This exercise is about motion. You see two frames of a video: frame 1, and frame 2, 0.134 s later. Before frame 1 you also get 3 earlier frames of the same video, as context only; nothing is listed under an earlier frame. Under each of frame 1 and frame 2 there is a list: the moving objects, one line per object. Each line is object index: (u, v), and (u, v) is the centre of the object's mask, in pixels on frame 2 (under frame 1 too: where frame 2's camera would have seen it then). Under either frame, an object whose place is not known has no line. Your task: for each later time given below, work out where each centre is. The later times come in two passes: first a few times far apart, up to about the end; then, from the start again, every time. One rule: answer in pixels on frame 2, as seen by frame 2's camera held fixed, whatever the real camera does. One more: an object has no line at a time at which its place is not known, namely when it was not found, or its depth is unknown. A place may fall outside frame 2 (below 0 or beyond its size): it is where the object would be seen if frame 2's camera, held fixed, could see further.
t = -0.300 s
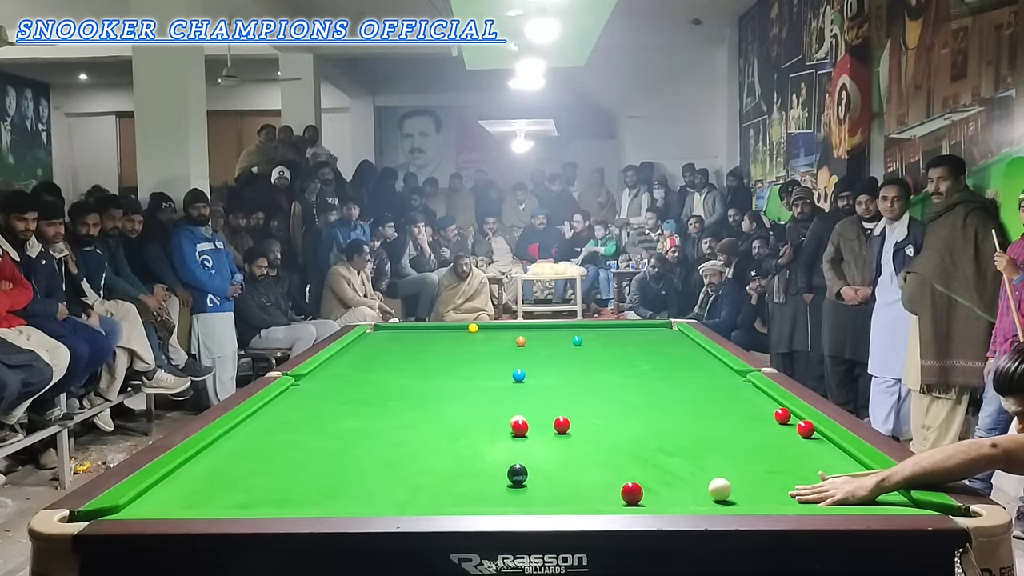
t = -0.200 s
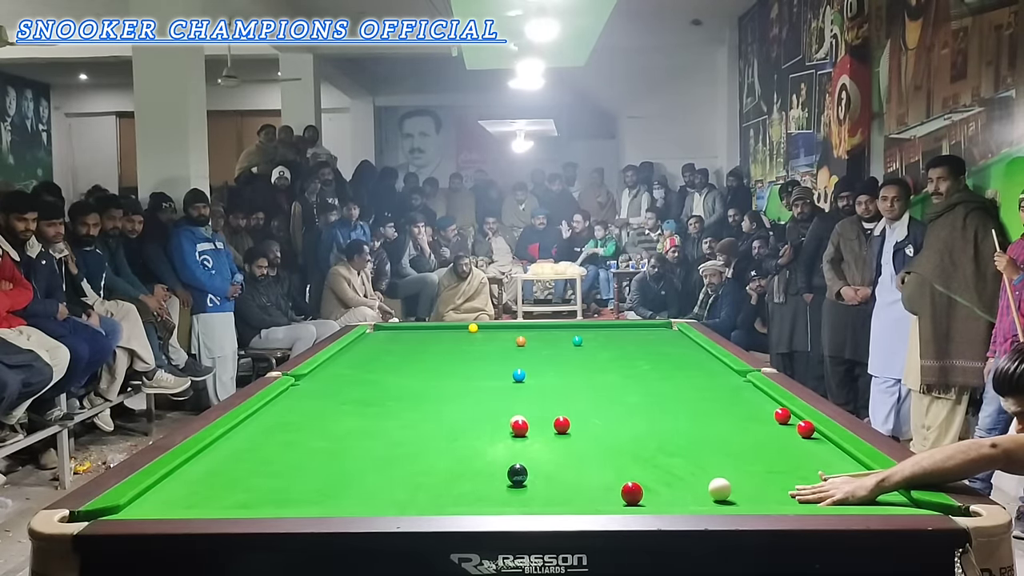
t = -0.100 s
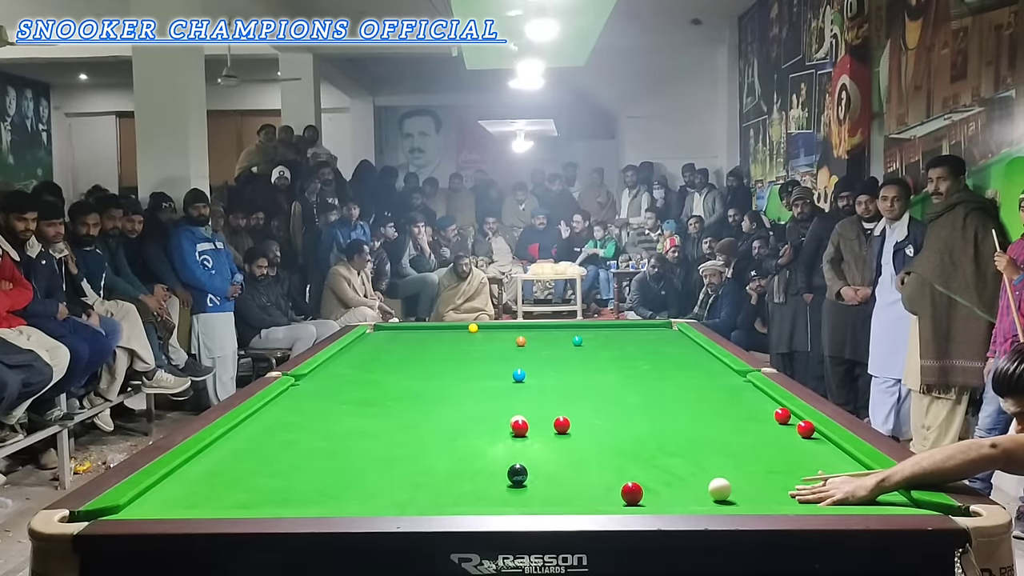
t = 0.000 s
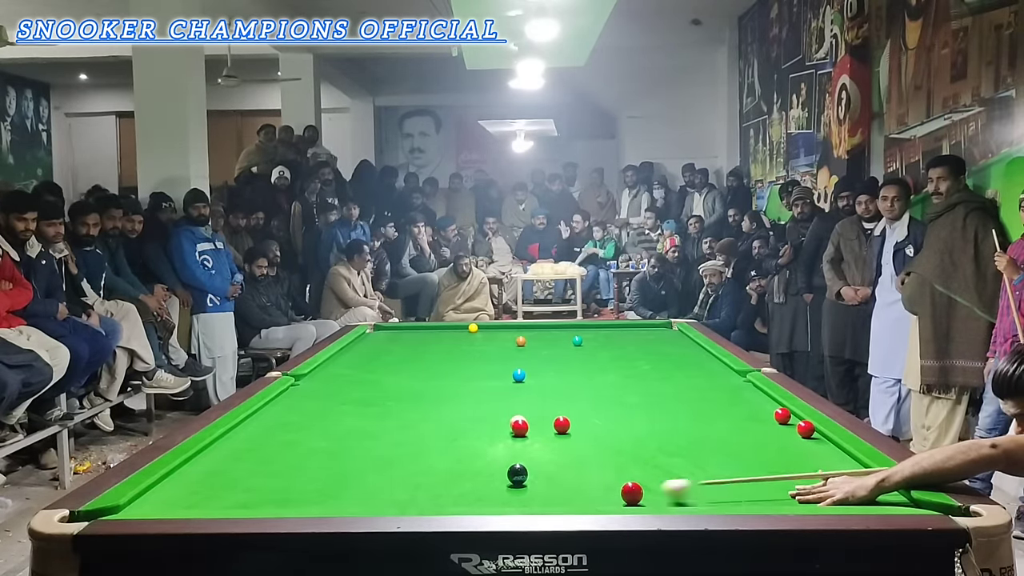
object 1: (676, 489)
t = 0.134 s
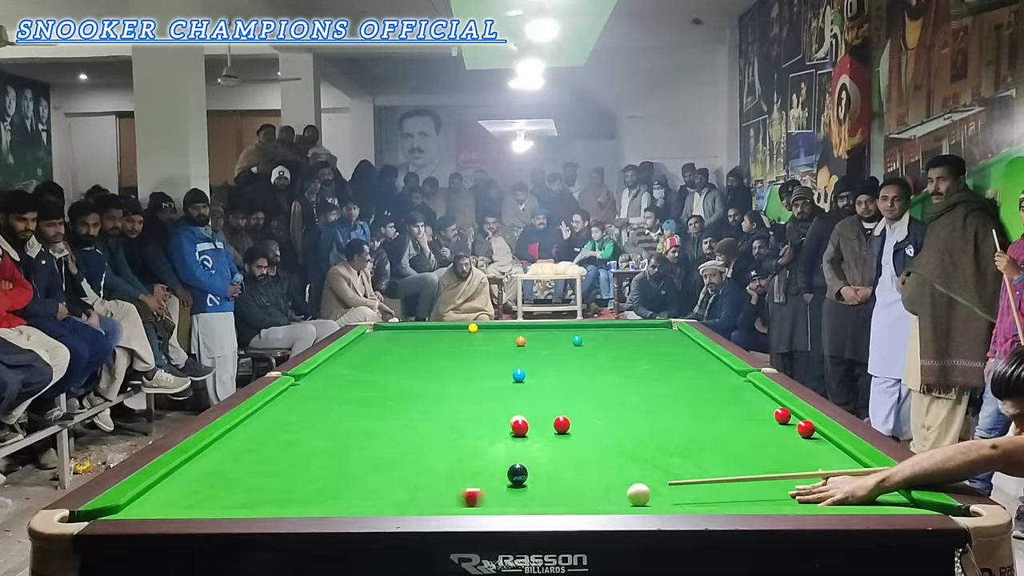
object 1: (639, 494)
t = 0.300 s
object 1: (586, 497)
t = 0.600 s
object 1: (478, 502)
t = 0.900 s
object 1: (382, 502)
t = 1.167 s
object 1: (308, 501)
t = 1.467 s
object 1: (231, 500)
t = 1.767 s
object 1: (159, 498)
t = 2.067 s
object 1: (183, 494)
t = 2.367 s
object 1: (230, 489)
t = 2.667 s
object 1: (271, 485)
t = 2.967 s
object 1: (305, 482)
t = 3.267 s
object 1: (334, 479)
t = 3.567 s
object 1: (358, 477)
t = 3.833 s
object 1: (375, 476)
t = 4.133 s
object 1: (390, 475)
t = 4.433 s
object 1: (401, 475)
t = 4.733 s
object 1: (407, 475)
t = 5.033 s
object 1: (408, 475)
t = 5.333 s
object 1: (408, 475)
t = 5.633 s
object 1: (408, 475)
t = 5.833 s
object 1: (408, 475)
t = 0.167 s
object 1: (631, 495)
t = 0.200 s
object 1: (622, 495)
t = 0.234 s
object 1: (611, 496)
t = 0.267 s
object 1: (599, 496)
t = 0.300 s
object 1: (586, 497)
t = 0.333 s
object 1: (575, 498)
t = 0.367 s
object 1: (562, 498)
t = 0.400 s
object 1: (550, 499)
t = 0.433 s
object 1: (538, 499)
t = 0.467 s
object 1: (526, 500)
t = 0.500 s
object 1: (514, 500)
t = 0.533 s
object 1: (502, 501)
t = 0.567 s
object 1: (490, 501)
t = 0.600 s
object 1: (478, 502)
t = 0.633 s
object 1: (465, 502)
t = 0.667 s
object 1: (453, 503)
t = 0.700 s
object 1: (442, 504)
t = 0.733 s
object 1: (431, 503)
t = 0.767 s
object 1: (421, 503)
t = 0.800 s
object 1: (411, 503)
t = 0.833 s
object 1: (401, 503)
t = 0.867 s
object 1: (392, 502)
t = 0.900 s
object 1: (382, 502)
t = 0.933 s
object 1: (372, 502)
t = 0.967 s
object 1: (363, 502)
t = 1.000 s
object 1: (354, 502)
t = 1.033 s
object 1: (344, 502)
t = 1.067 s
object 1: (335, 501)
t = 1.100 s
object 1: (326, 501)
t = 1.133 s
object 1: (317, 501)
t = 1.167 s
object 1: (308, 501)
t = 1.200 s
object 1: (299, 501)
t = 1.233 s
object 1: (291, 501)
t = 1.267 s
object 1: (282, 501)
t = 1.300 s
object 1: (273, 500)
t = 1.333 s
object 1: (265, 500)
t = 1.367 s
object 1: (256, 500)
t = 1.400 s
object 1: (248, 500)
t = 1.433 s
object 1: (239, 500)
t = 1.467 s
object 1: (231, 500)
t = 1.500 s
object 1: (223, 500)
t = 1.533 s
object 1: (214, 500)
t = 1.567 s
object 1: (206, 499)
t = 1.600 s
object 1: (198, 499)
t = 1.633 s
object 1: (191, 499)
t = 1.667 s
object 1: (183, 499)
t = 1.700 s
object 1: (175, 499)
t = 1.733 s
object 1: (167, 498)
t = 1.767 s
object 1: (159, 498)
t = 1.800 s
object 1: (152, 498)
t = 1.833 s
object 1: (145, 498)
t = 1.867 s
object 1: (147, 497)
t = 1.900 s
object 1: (154, 497)
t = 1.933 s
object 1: (160, 497)
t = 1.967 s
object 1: (166, 496)
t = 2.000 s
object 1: (171, 495)
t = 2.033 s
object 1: (177, 495)
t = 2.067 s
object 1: (183, 494)
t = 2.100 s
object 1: (188, 493)
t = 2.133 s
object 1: (194, 493)
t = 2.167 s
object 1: (199, 492)
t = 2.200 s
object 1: (205, 492)
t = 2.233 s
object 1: (210, 491)
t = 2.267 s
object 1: (215, 491)
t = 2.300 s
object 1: (220, 491)
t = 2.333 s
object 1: (225, 490)
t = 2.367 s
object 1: (230, 489)
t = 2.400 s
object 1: (234, 489)
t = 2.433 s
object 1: (239, 488)
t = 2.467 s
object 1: (244, 488)
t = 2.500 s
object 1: (248, 488)
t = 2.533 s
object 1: (253, 487)
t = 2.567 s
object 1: (257, 486)
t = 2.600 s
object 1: (262, 486)
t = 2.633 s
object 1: (266, 485)
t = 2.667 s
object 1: (271, 485)
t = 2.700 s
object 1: (274, 485)
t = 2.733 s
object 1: (279, 484)
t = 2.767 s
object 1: (283, 484)
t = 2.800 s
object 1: (287, 484)
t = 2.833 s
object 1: (291, 483)
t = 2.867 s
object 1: (294, 483)
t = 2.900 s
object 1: (298, 483)
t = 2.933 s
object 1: (301, 483)
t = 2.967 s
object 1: (305, 482)
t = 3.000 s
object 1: (309, 482)
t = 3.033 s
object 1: (312, 481)
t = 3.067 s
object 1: (315, 481)
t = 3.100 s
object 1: (319, 481)
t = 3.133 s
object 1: (322, 481)
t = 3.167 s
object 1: (325, 480)
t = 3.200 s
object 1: (328, 480)
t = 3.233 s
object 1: (331, 480)
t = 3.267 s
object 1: (334, 479)
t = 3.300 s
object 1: (337, 479)
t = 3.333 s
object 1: (340, 479)
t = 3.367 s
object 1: (343, 479)
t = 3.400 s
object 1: (345, 478)
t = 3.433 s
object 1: (348, 478)
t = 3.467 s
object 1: (350, 478)
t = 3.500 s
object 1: (353, 478)
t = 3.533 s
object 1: (356, 478)
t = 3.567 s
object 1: (358, 477)
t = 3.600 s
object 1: (360, 477)
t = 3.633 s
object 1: (363, 477)
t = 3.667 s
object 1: (365, 477)
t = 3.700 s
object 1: (367, 477)
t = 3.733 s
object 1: (369, 477)
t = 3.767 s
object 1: (371, 476)
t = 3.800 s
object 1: (373, 476)
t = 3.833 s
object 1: (375, 476)
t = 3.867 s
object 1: (377, 476)
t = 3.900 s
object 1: (379, 476)
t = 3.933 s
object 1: (381, 476)
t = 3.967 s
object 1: (382, 476)
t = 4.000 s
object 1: (384, 475)
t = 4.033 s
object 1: (386, 475)
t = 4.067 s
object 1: (387, 475)
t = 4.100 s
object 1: (389, 475)
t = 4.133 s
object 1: (390, 475)
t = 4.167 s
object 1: (391, 475)
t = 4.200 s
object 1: (393, 475)
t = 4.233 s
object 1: (394, 475)
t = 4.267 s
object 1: (395, 475)
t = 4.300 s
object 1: (397, 475)
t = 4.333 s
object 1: (398, 475)
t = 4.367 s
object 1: (399, 475)
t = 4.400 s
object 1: (400, 475)
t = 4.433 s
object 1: (401, 475)
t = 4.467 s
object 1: (402, 475)
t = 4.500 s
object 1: (402, 475)
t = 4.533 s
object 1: (403, 475)
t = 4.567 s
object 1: (404, 475)
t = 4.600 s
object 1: (405, 475)
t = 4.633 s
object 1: (405, 475)
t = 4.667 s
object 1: (406, 475)
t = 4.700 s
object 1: (406, 475)
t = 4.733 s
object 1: (407, 475)
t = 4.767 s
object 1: (407, 475)
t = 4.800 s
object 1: (407, 475)
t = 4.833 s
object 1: (408, 475)
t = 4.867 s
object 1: (408, 475)
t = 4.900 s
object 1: (408, 475)
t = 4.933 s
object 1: (408, 475)
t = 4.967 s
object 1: (408, 475)
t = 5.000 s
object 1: (408, 475)
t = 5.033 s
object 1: (408, 475)
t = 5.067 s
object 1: (408, 475)
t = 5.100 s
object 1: (409, 475)
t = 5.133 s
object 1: (408, 475)
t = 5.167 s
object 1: (408, 475)
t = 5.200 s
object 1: (408, 475)
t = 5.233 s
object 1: (408, 475)
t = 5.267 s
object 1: (408, 475)
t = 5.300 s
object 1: (408, 475)
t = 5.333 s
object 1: (408, 475)
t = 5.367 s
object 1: (408, 475)
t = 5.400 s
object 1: (408, 475)
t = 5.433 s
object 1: (408, 475)
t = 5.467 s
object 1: (408, 475)
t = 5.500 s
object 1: (408, 475)
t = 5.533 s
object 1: (408, 475)
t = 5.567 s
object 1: (408, 475)
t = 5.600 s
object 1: (408, 475)
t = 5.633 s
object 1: (408, 475)
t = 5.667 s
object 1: (408, 475)
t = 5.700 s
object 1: (408, 475)
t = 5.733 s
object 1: (408, 475)
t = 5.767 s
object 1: (408, 475)
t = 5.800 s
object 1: (408, 475)
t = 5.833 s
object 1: (408, 475)
